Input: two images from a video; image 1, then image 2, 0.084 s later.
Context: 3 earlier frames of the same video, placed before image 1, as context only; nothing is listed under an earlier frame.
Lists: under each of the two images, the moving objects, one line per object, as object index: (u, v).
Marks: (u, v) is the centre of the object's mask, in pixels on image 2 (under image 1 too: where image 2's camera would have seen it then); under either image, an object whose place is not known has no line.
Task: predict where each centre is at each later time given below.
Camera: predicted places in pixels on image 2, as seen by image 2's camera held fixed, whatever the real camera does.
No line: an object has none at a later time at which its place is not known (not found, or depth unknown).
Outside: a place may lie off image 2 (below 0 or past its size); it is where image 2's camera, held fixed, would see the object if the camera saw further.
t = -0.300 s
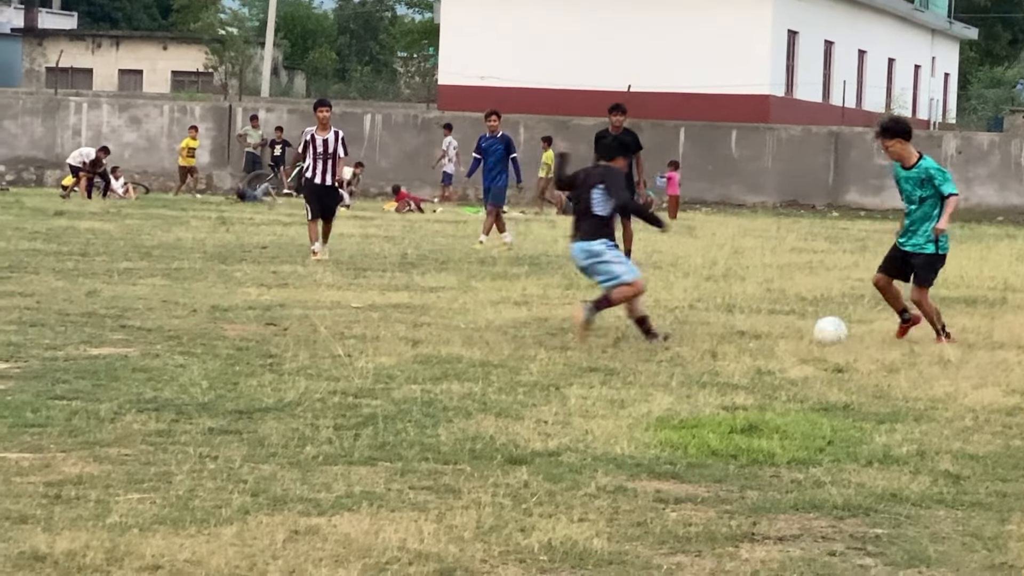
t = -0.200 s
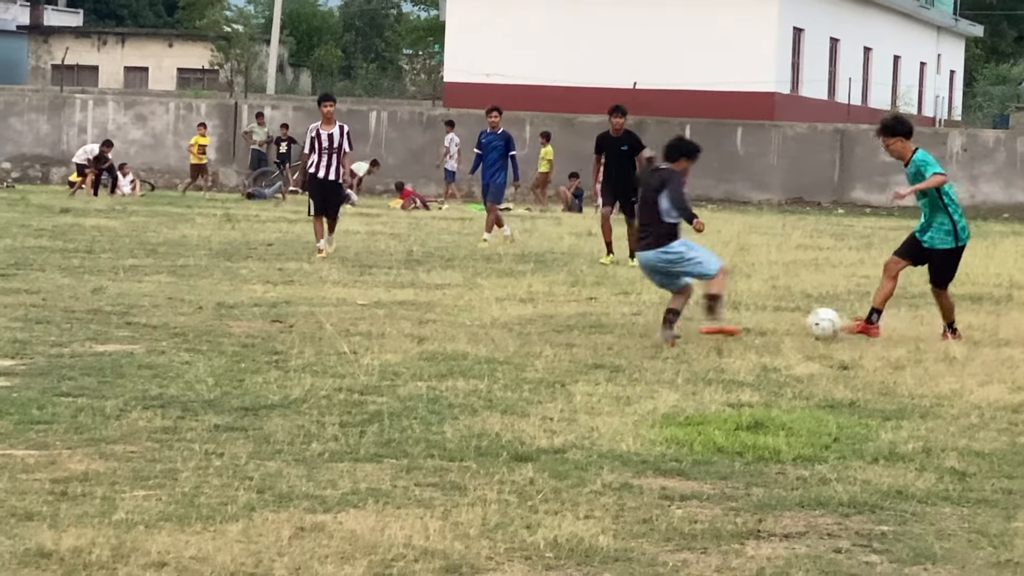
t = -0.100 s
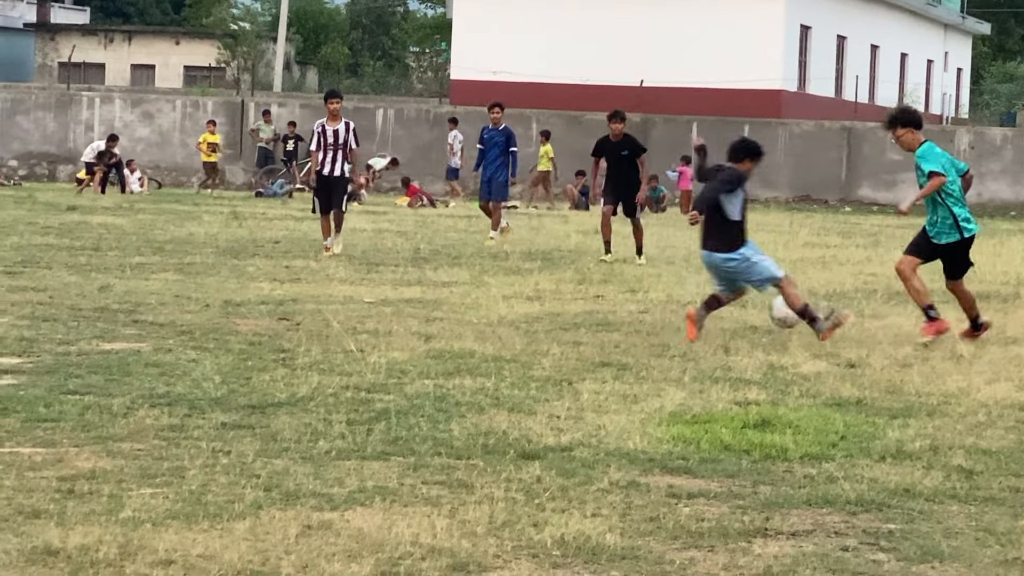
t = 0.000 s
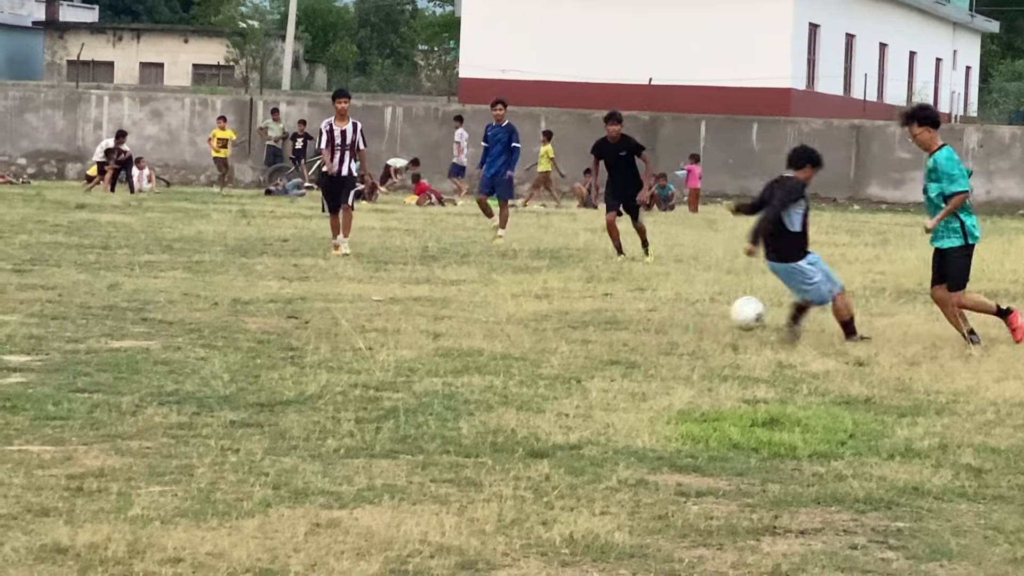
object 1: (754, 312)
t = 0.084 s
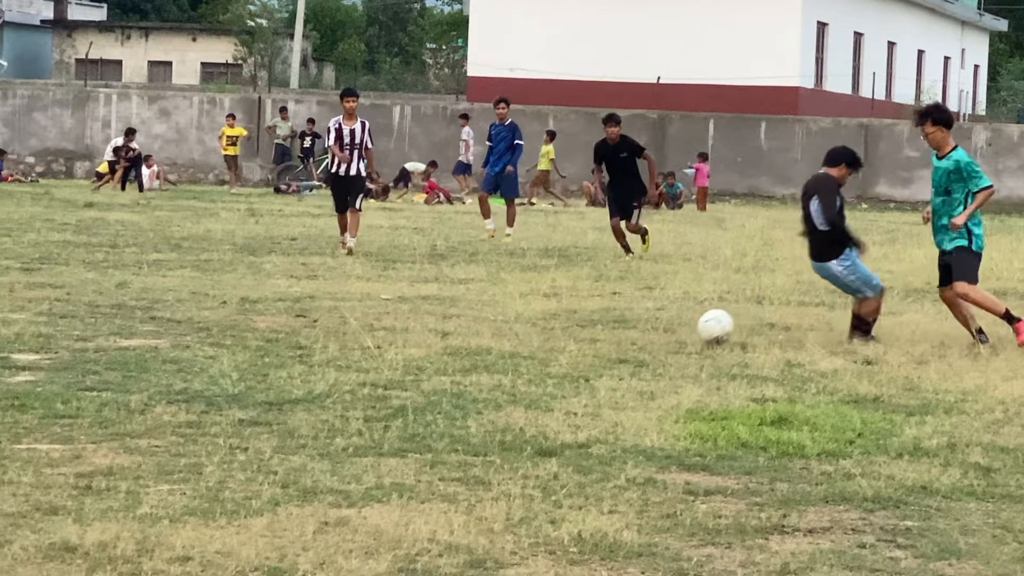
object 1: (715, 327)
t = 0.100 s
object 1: (707, 330)
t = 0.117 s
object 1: (700, 334)
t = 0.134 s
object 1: (695, 332)
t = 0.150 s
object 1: (690, 332)
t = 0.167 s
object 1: (684, 332)
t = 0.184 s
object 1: (678, 333)
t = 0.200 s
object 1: (674, 333)
